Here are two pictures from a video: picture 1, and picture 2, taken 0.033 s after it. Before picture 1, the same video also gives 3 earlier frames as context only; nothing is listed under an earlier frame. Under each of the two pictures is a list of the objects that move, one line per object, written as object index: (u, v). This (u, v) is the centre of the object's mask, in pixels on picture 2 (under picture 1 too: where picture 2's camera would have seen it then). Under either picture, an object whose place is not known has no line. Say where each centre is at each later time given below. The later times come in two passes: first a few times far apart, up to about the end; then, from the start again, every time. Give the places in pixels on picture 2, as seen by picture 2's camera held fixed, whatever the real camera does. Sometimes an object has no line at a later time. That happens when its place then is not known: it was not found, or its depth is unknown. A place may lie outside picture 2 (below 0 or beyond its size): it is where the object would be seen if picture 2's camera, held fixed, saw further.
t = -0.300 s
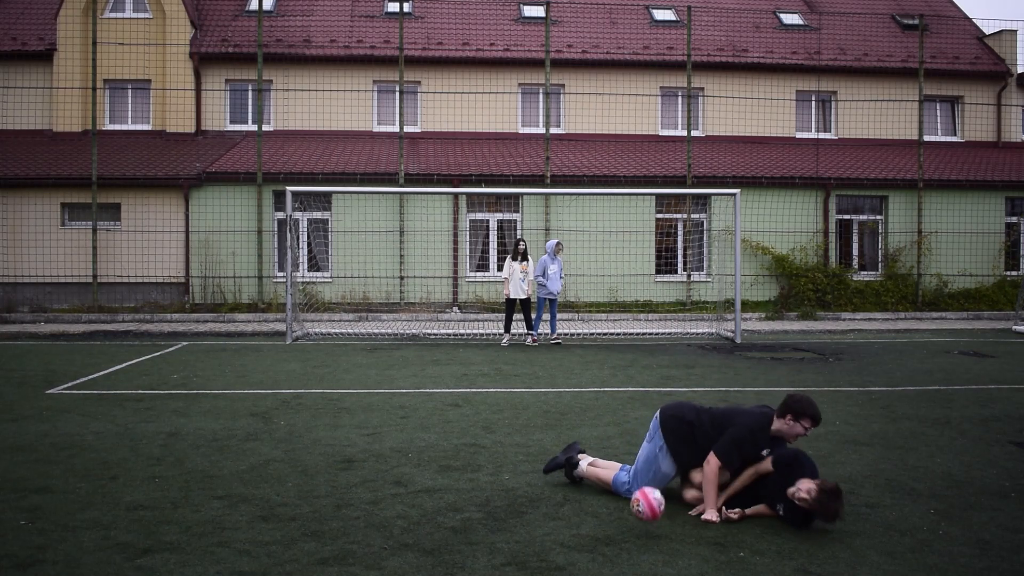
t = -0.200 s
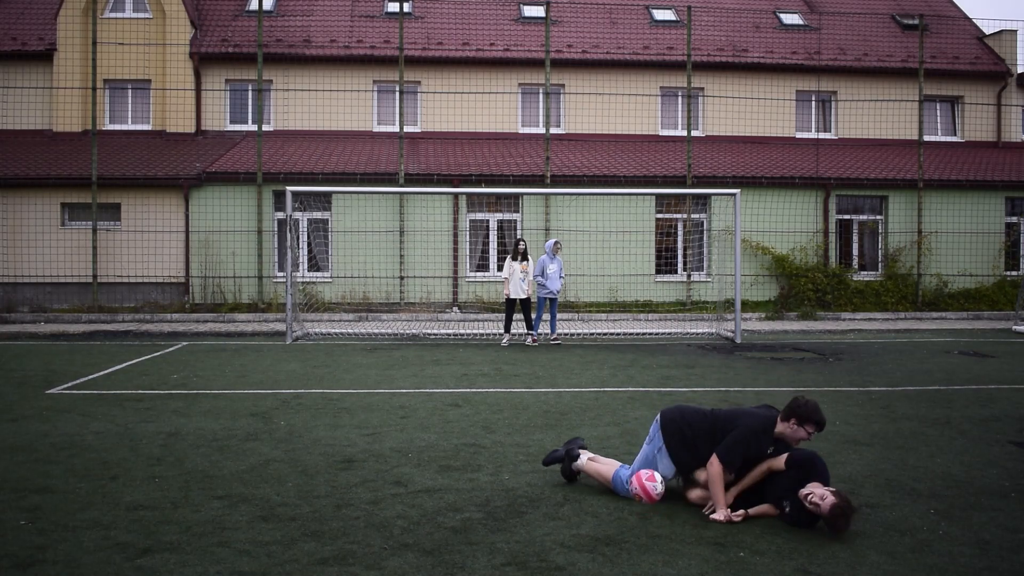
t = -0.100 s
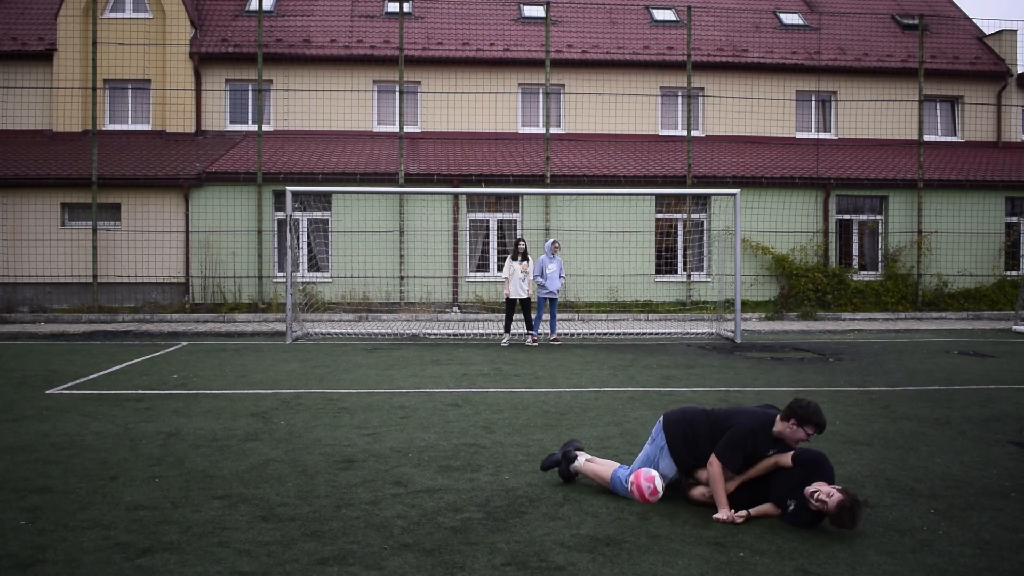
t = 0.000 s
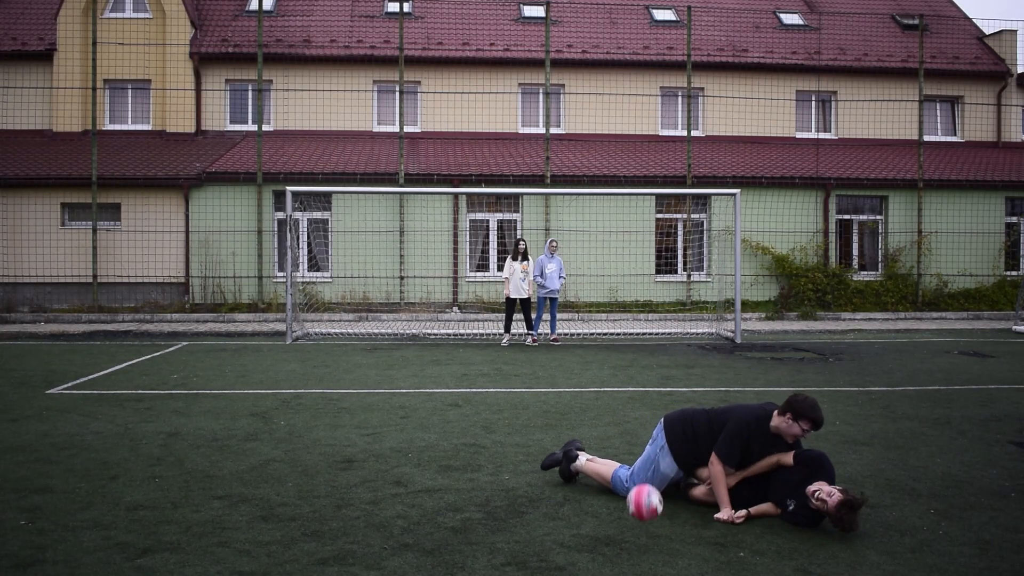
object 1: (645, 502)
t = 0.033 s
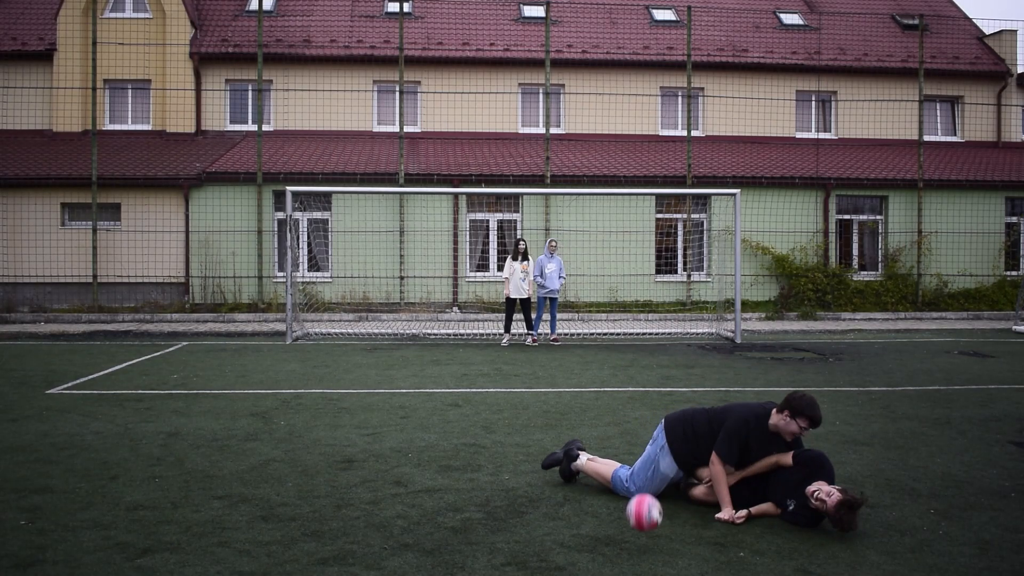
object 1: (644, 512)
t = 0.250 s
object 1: (640, 517)
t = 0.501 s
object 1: (634, 543)
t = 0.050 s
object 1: (644, 518)
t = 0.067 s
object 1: (644, 524)
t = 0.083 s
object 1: (643, 531)
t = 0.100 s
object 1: (643, 535)
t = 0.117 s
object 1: (643, 531)
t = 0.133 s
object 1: (642, 528)
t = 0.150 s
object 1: (642, 525)
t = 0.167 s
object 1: (642, 522)
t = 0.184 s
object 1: (642, 520)
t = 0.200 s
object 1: (641, 519)
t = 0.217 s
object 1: (641, 518)
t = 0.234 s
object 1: (641, 518)
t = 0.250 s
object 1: (640, 517)
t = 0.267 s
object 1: (640, 518)
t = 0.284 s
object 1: (639, 519)
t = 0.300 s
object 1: (639, 521)
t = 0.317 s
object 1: (639, 523)
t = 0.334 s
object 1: (638, 525)
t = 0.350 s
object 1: (638, 529)
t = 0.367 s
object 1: (638, 533)
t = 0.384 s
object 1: (638, 537)
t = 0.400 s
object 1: (637, 542)
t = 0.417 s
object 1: (637, 548)
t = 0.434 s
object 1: (636, 551)
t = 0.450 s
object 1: (636, 548)
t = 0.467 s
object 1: (635, 545)
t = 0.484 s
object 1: (634, 544)
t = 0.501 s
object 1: (634, 543)
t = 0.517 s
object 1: (634, 542)
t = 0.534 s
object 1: (633, 542)
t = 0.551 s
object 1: (632, 542)
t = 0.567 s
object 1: (632, 543)
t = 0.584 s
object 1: (631, 544)
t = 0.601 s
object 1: (631, 546)
